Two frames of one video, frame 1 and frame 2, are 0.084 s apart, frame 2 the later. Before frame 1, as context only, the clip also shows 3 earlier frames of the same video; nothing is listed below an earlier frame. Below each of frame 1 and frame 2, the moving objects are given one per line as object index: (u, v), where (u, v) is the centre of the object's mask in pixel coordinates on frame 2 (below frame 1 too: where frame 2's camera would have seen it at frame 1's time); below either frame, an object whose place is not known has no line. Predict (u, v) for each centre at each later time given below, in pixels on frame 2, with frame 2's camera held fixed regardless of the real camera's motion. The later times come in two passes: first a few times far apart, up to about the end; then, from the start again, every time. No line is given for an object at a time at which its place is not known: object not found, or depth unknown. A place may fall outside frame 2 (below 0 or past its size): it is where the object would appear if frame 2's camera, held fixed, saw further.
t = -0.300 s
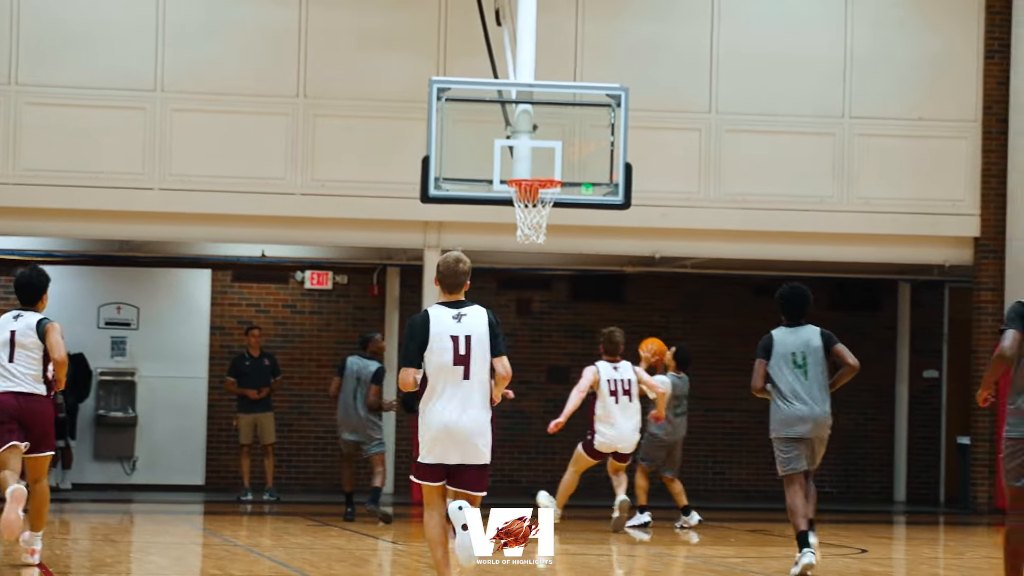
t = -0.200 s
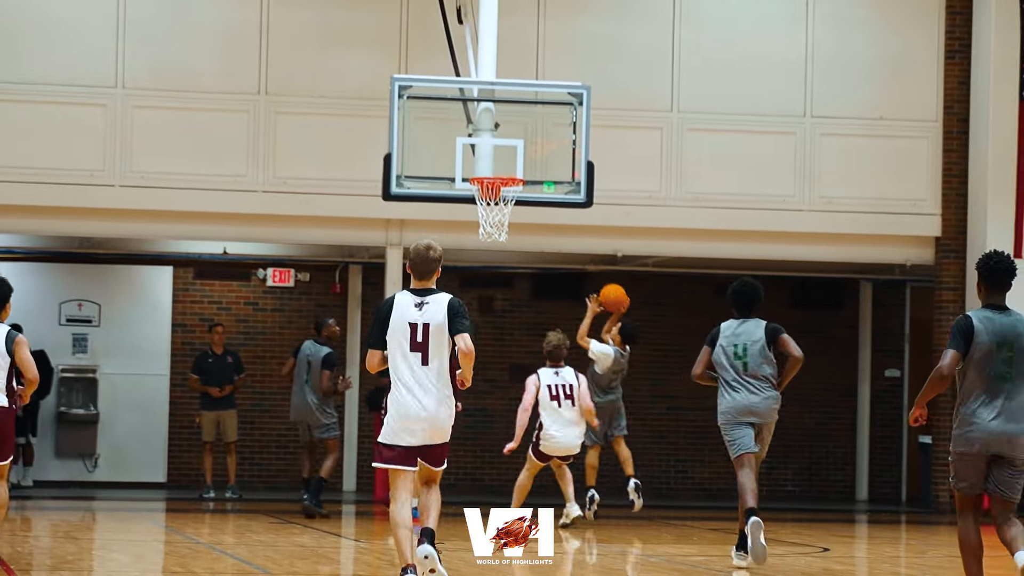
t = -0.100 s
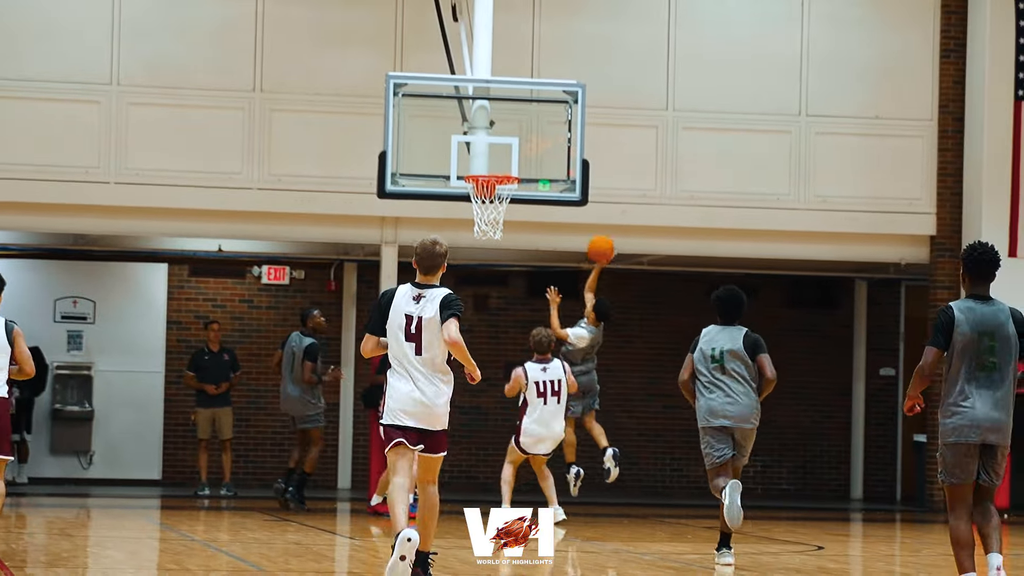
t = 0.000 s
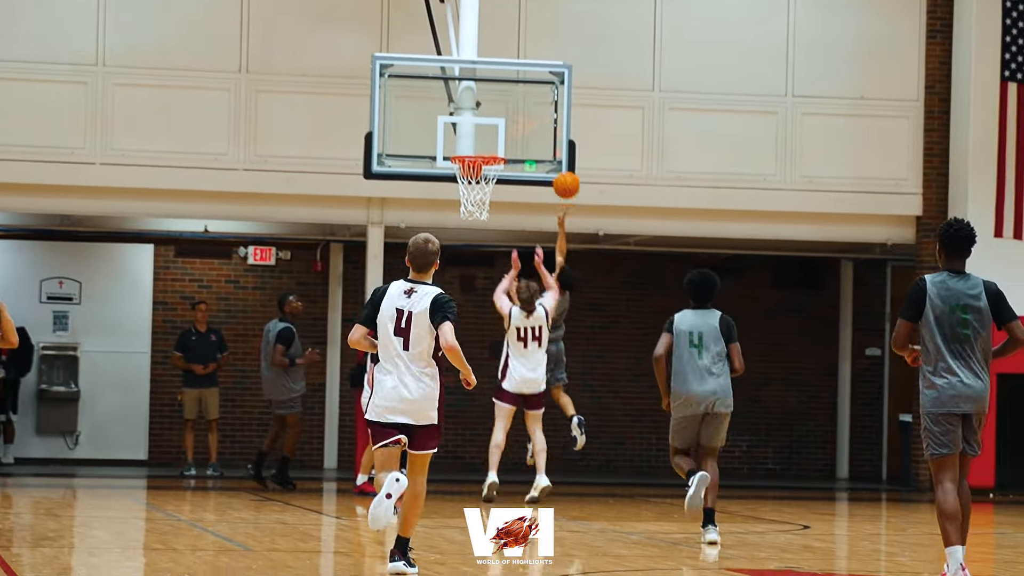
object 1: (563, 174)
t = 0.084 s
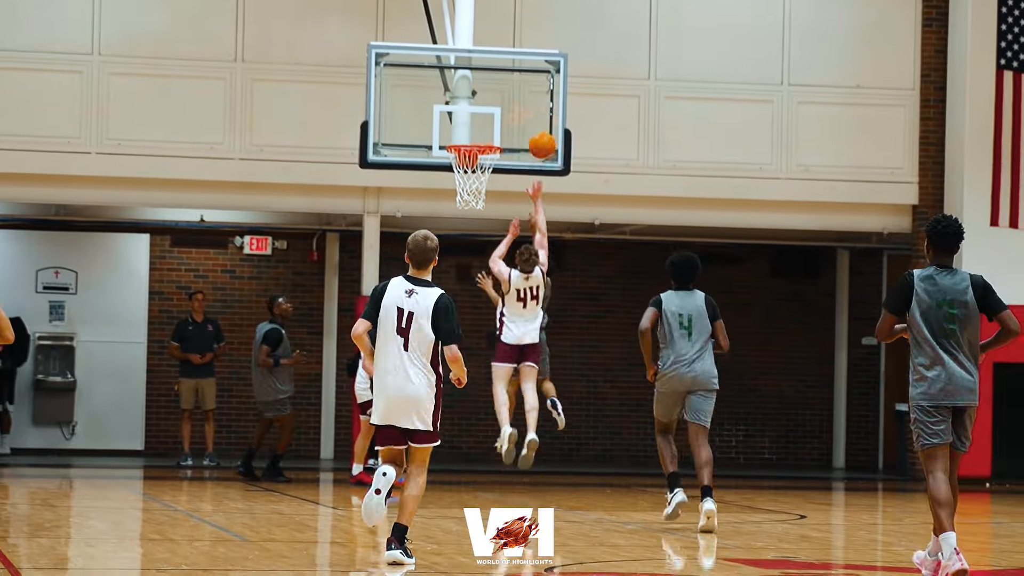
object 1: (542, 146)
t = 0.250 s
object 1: (511, 115)
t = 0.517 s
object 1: (485, 137)
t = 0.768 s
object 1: (458, 188)
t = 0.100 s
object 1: (538, 141)
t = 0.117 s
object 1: (534, 136)
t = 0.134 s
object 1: (530, 132)
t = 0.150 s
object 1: (526, 128)
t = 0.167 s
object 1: (521, 124)
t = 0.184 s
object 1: (518, 121)
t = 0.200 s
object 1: (516, 119)
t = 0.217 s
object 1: (515, 117)
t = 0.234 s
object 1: (513, 116)
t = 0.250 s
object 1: (511, 115)
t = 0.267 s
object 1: (510, 114)
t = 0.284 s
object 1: (508, 114)
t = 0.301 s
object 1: (506, 113)
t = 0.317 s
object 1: (505, 114)
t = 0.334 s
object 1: (503, 114)
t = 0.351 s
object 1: (501, 115)
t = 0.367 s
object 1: (500, 116)
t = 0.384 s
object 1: (498, 118)
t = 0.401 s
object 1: (496, 119)
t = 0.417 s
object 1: (495, 122)
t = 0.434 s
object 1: (493, 124)
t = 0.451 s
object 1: (491, 127)
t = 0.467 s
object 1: (490, 129)
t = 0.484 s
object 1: (488, 133)
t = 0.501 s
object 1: (486, 135)
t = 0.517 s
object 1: (485, 137)
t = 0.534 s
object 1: (483, 138)
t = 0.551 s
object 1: (482, 139)
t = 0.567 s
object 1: (480, 140)
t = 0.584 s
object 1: (478, 141)
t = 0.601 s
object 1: (477, 142)
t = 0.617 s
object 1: (475, 143)
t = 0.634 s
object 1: (476, 164)
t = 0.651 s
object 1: (471, 161)
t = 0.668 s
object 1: (469, 164)
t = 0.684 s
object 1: (466, 168)
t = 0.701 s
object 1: (465, 173)
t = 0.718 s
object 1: (464, 177)
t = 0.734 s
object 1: (461, 181)
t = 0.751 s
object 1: (459, 185)
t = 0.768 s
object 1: (458, 188)
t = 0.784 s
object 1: (457, 192)
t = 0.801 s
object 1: (457, 196)
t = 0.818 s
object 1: (457, 203)
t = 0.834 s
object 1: (456, 207)
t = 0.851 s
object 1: (456, 209)
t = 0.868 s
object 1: (455, 213)
